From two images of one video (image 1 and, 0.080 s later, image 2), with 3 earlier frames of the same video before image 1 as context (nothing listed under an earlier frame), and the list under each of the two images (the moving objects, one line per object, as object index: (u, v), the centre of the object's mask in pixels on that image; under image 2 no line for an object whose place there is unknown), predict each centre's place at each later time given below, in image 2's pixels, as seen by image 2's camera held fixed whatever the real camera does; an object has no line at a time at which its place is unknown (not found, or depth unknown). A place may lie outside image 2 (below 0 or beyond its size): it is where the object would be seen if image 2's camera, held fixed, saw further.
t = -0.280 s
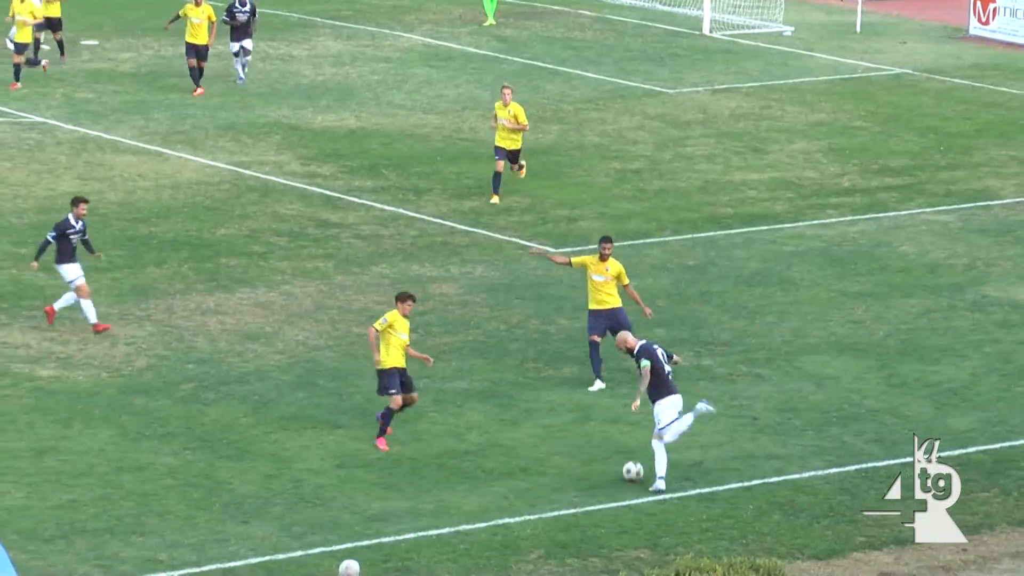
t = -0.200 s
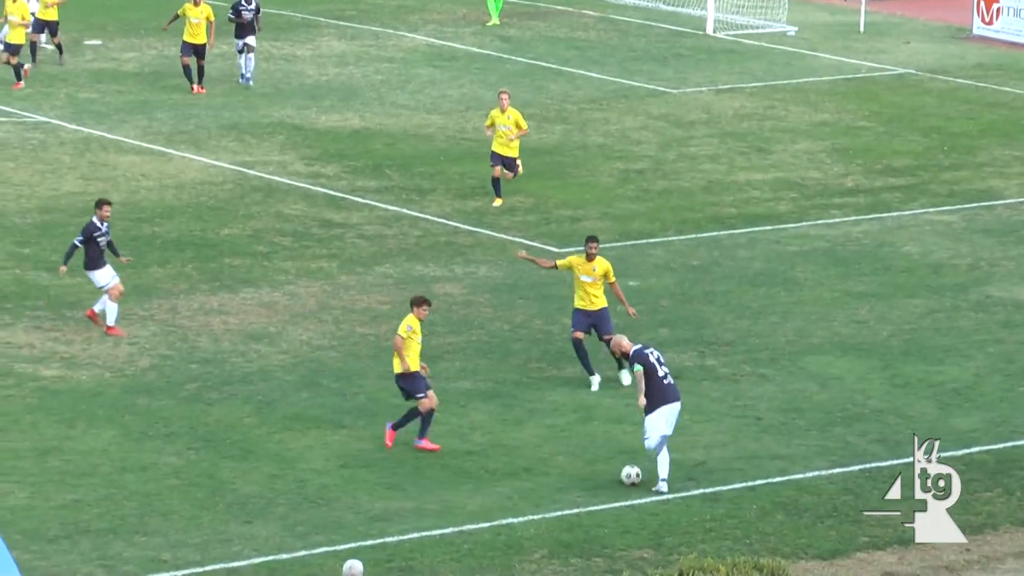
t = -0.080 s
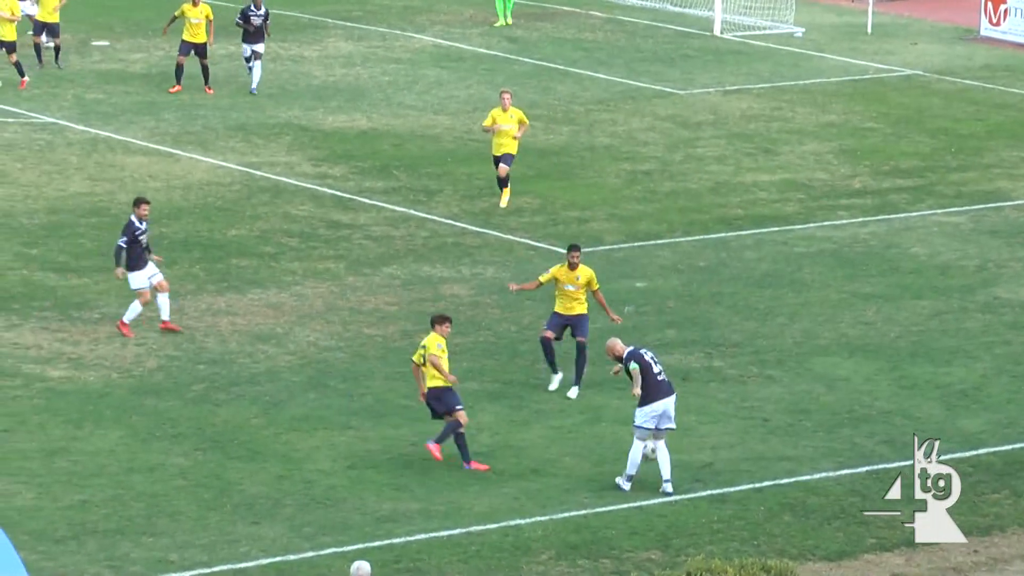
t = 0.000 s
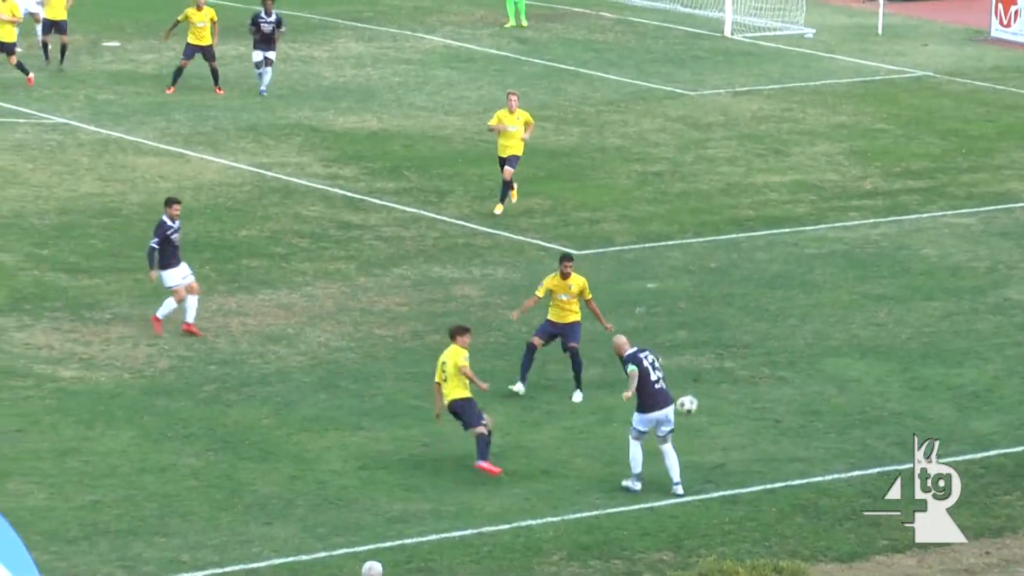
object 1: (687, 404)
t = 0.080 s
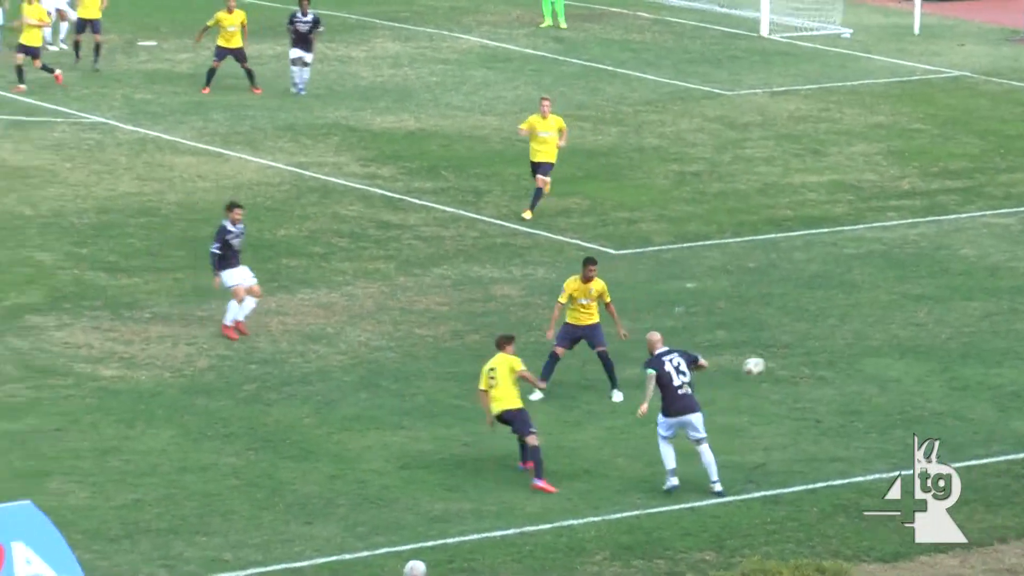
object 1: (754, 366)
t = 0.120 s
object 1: (767, 349)
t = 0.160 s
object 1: (780, 334)
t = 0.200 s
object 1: (792, 320)
